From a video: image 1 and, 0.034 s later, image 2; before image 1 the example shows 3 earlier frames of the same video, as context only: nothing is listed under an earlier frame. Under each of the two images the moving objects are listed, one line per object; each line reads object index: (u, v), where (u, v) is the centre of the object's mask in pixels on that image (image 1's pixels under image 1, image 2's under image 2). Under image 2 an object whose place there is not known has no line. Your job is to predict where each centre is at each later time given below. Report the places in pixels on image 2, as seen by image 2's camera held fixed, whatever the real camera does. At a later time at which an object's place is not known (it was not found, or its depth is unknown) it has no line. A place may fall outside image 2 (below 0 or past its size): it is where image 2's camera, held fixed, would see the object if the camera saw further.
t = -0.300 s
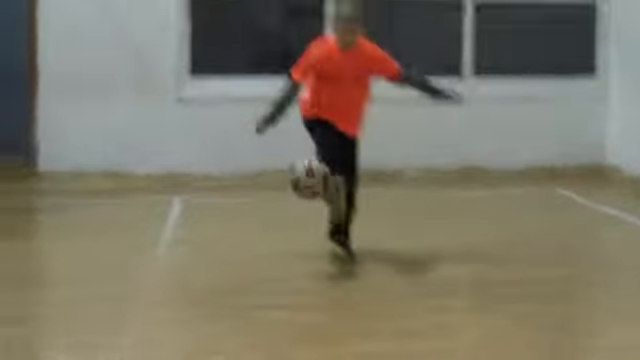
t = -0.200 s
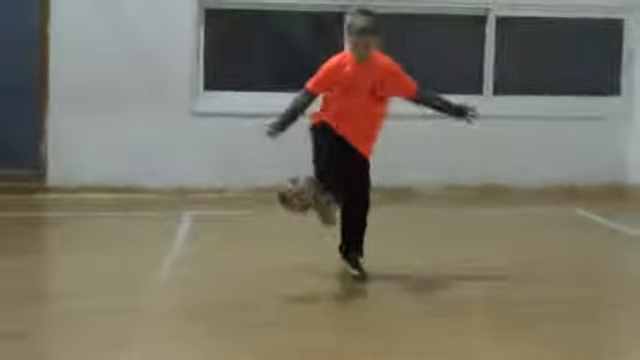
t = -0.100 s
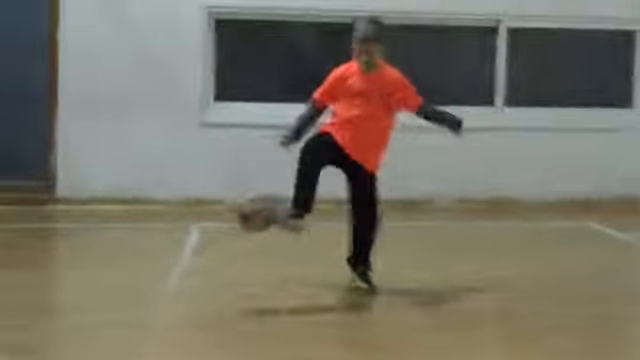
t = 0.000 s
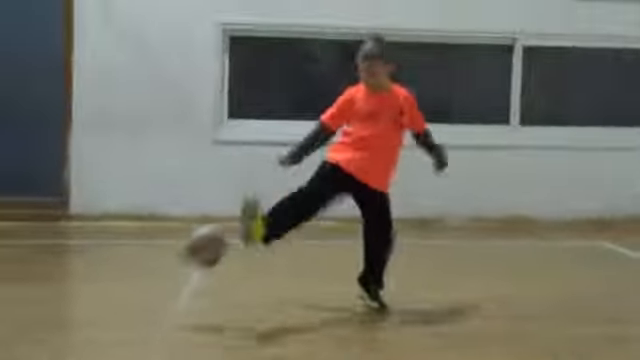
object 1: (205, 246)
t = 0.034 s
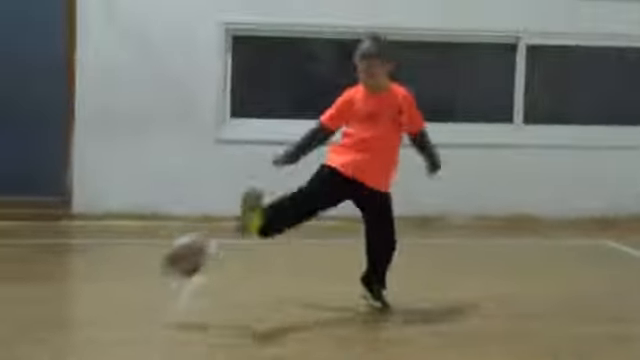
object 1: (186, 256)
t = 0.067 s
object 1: (164, 271)
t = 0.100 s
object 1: (146, 283)
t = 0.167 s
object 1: (108, 288)
